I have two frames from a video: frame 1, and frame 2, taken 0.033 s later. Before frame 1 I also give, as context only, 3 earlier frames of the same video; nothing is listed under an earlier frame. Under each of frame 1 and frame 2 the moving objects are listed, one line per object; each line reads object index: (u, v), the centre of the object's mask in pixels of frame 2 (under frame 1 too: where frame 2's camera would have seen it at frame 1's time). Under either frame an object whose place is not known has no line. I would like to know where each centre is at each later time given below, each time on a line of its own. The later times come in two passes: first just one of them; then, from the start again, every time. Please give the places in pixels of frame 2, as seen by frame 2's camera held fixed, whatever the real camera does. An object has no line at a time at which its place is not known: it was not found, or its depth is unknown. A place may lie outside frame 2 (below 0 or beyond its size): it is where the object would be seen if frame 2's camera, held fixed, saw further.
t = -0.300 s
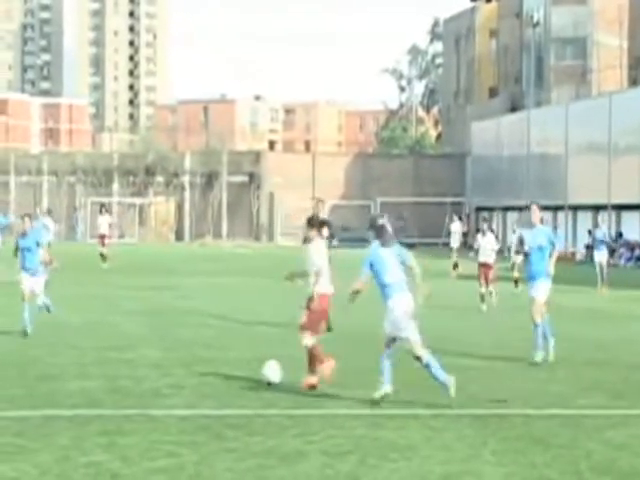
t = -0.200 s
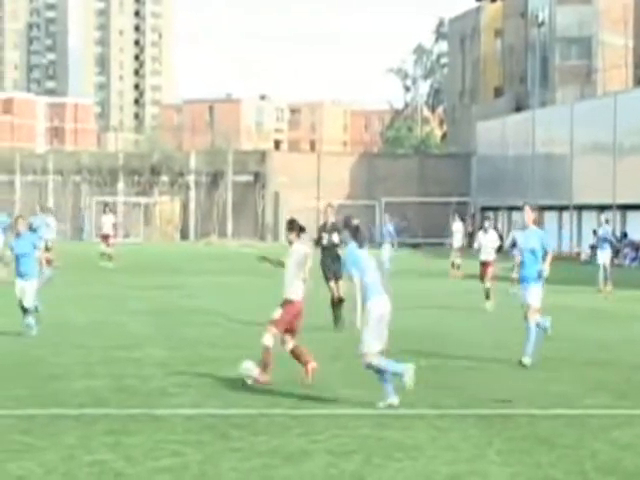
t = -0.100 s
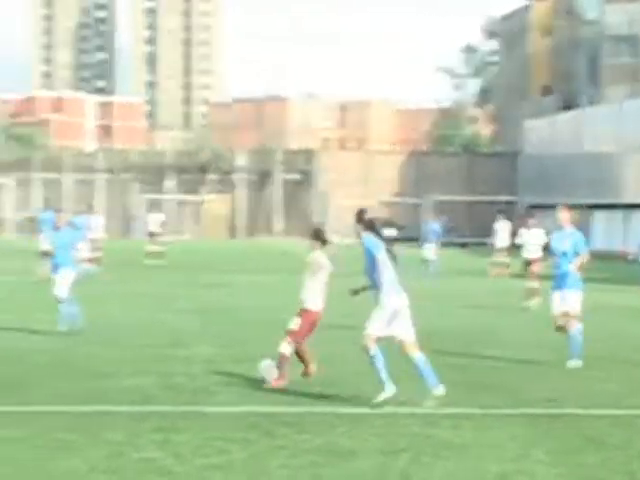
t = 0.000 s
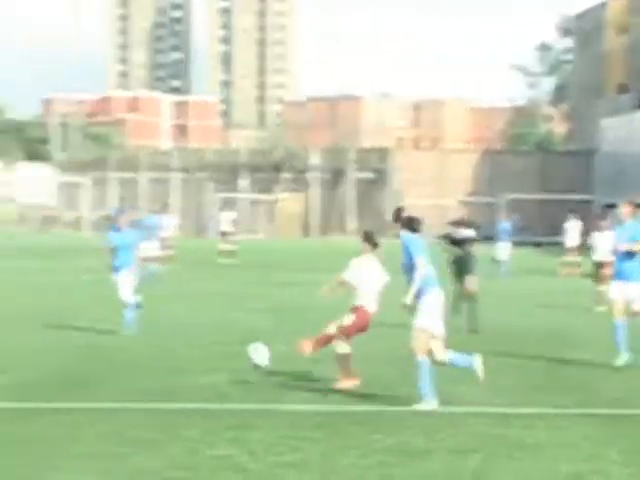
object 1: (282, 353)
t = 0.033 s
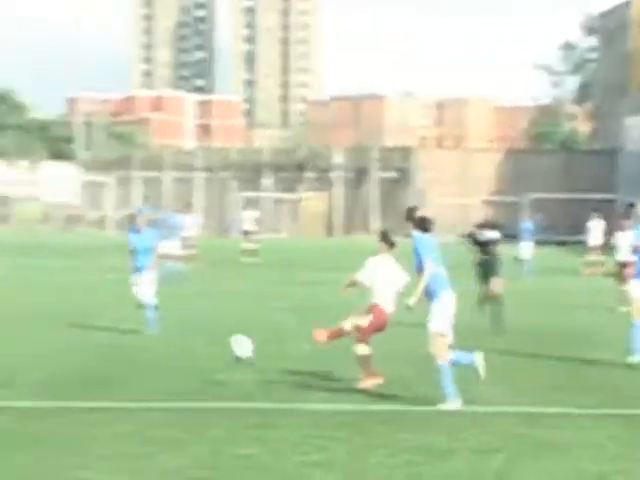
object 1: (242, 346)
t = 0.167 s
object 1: (71, 334)
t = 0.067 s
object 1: (201, 342)
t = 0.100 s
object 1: (160, 337)
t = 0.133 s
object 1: (116, 335)
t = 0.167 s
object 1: (71, 334)
